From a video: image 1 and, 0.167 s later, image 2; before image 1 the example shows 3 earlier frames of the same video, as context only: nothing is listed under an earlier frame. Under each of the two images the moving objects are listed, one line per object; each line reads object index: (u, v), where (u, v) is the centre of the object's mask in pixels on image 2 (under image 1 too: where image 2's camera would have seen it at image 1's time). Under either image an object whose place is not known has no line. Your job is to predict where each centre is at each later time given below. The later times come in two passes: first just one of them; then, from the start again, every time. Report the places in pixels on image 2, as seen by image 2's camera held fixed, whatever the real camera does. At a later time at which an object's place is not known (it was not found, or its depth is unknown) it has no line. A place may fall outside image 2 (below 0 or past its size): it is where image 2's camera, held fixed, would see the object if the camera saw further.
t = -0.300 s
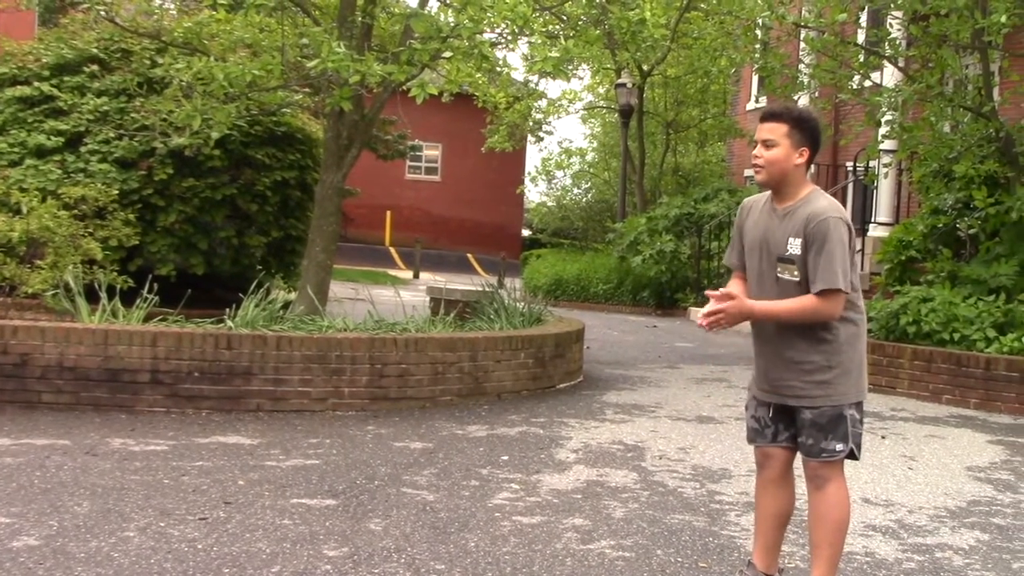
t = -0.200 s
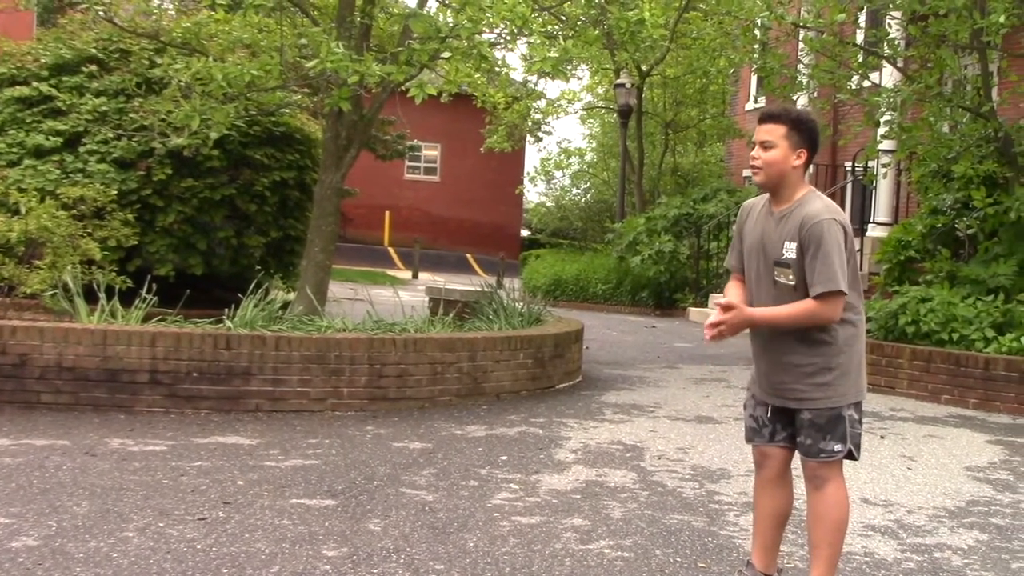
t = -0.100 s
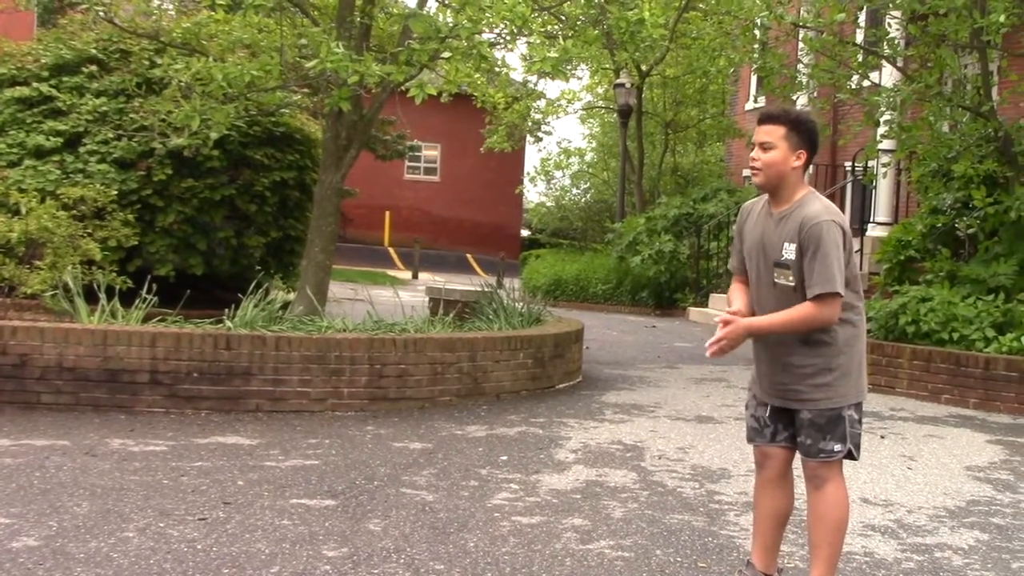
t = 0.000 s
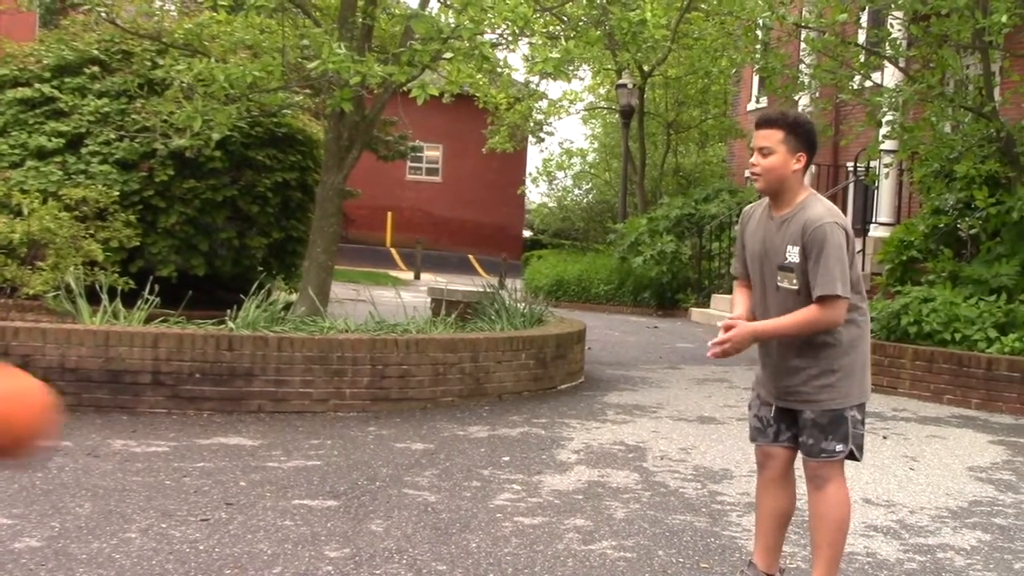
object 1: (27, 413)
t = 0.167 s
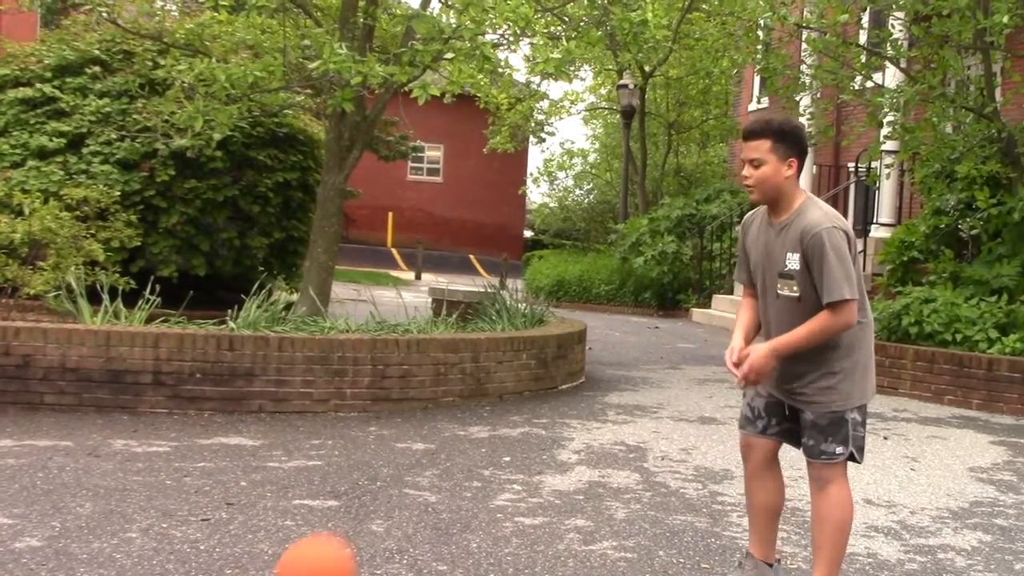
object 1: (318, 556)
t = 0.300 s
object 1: (441, 441)
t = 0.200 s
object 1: (349, 535)
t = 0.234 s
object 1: (380, 501)
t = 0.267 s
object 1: (410, 469)
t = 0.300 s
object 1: (441, 441)
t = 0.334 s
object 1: (470, 418)
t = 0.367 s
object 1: (498, 398)
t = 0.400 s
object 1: (525, 383)
